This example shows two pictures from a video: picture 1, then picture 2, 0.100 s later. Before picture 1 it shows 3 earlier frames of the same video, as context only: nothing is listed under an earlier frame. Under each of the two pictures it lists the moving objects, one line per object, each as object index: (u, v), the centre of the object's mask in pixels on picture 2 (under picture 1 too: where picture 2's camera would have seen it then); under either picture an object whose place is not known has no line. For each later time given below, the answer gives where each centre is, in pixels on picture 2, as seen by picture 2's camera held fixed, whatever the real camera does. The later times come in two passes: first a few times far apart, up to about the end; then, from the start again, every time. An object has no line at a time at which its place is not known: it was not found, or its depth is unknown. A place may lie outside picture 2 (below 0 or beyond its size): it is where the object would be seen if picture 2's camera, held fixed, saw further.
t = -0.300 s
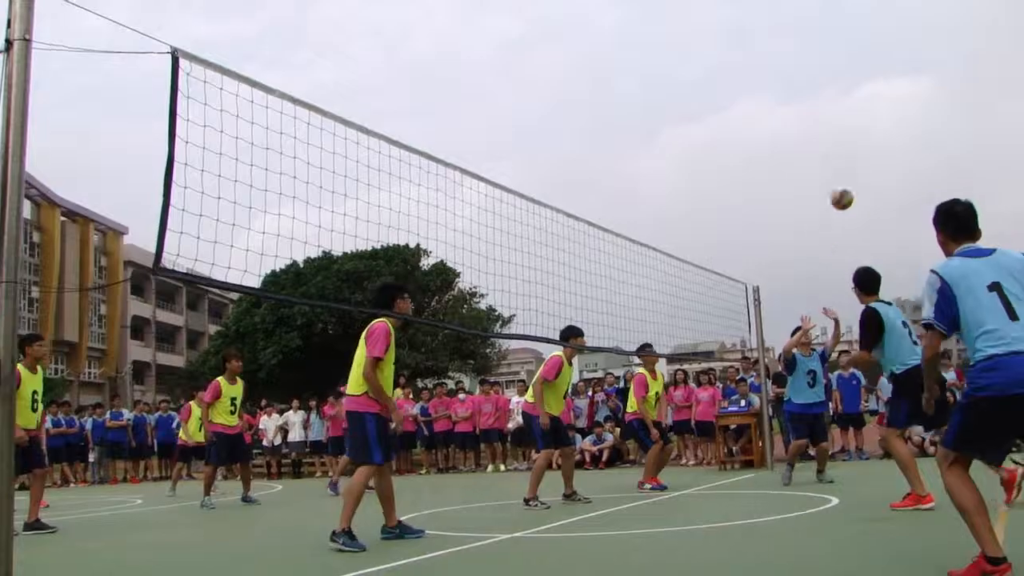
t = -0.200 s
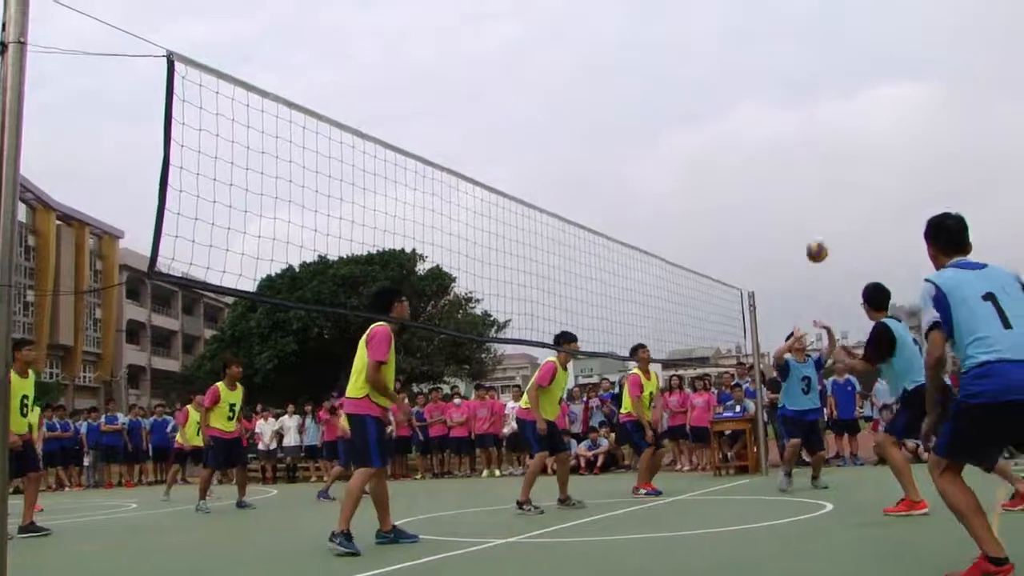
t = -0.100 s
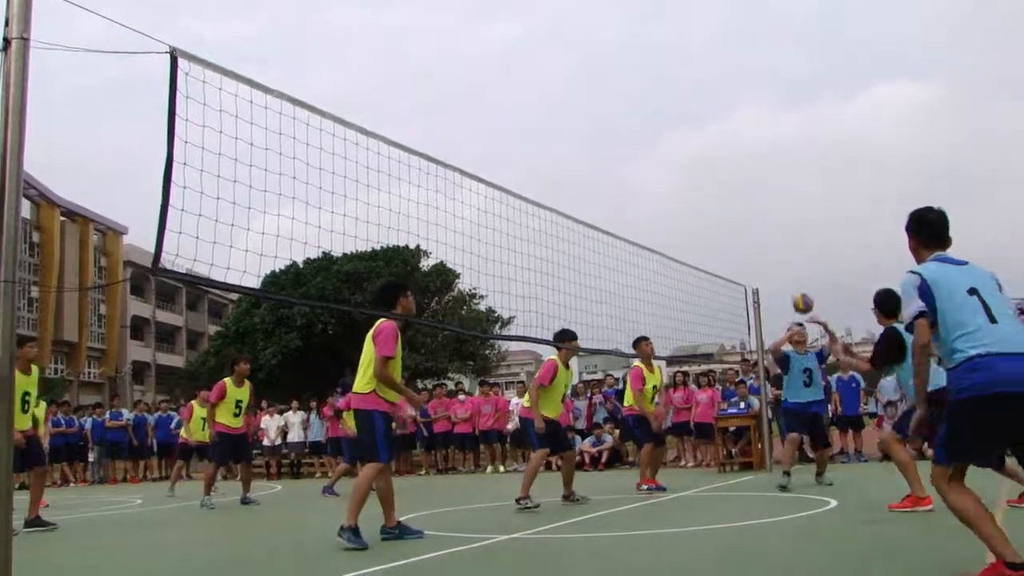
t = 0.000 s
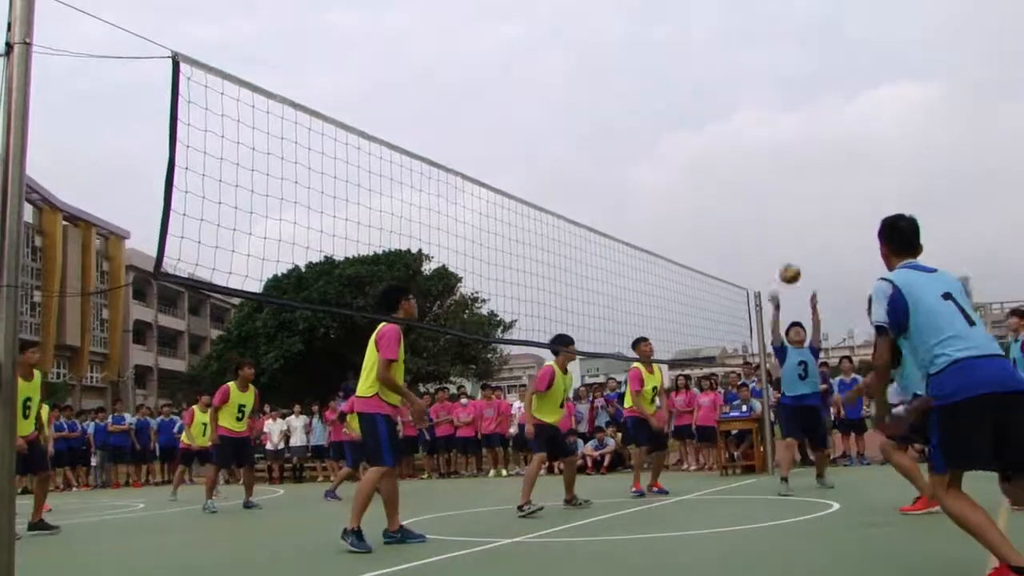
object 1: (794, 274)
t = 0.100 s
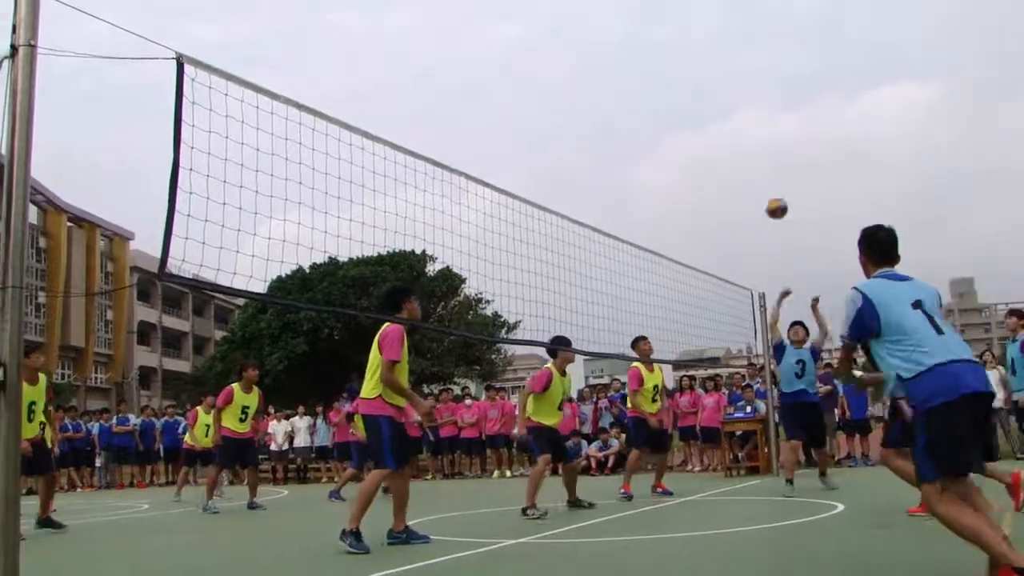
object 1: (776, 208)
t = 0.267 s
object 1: (748, 118)
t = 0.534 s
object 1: (702, 23)
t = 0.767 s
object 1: (663, -5)
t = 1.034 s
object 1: (620, 43)
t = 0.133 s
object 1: (771, 188)
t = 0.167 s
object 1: (764, 169)
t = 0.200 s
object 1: (759, 151)
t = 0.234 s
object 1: (753, 134)
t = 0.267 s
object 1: (748, 118)
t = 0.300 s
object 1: (741, 102)
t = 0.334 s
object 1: (736, 88)
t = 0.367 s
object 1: (730, 74)
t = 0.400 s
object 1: (725, 62)
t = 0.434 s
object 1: (719, 50)
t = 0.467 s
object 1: (713, 41)
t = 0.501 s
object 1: (708, 31)
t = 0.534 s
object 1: (702, 23)
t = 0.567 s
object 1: (696, 16)
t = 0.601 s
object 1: (690, 10)
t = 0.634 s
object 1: (685, 4)
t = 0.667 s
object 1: (680, 0)
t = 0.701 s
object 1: (674, -3)
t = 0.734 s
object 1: (668, -5)
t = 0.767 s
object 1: (663, -5)
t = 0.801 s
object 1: (657, -5)
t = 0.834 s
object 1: (652, -2)
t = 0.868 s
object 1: (647, 1)
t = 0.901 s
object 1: (641, 6)
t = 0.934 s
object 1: (636, 13)
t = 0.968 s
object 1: (631, 23)
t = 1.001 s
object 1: (625, 32)
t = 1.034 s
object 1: (620, 43)
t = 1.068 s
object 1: (615, 56)
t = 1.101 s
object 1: (610, 71)
